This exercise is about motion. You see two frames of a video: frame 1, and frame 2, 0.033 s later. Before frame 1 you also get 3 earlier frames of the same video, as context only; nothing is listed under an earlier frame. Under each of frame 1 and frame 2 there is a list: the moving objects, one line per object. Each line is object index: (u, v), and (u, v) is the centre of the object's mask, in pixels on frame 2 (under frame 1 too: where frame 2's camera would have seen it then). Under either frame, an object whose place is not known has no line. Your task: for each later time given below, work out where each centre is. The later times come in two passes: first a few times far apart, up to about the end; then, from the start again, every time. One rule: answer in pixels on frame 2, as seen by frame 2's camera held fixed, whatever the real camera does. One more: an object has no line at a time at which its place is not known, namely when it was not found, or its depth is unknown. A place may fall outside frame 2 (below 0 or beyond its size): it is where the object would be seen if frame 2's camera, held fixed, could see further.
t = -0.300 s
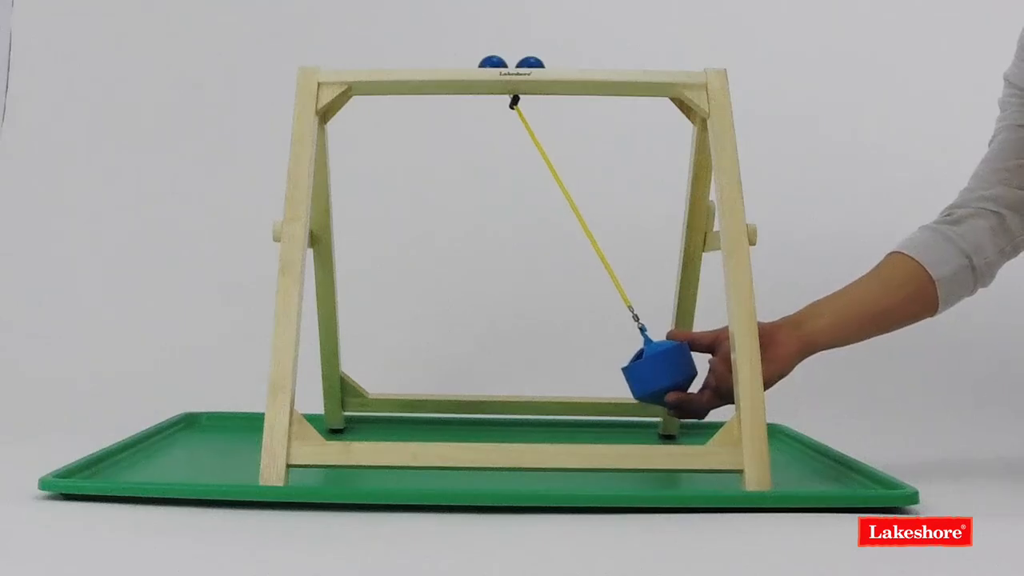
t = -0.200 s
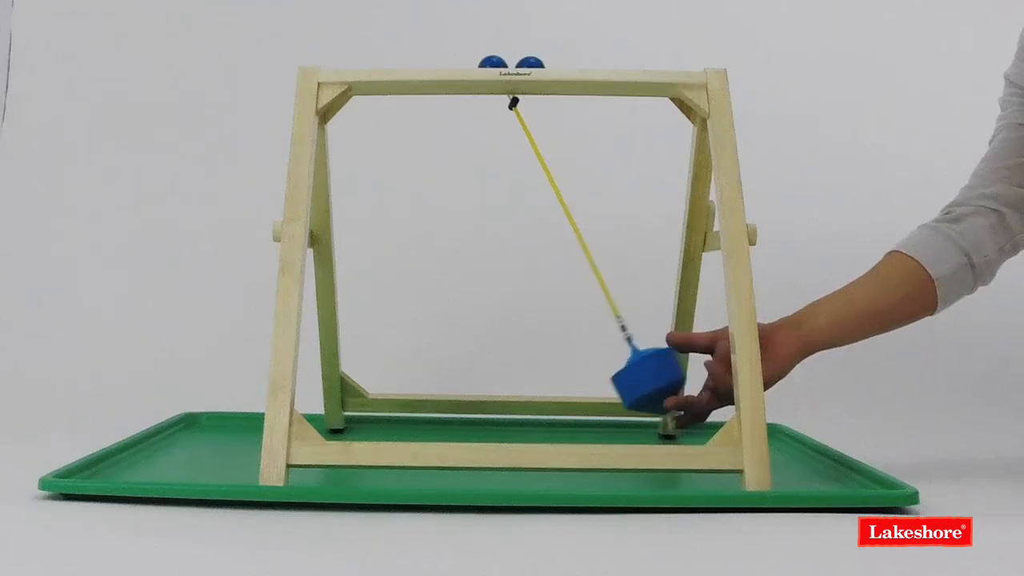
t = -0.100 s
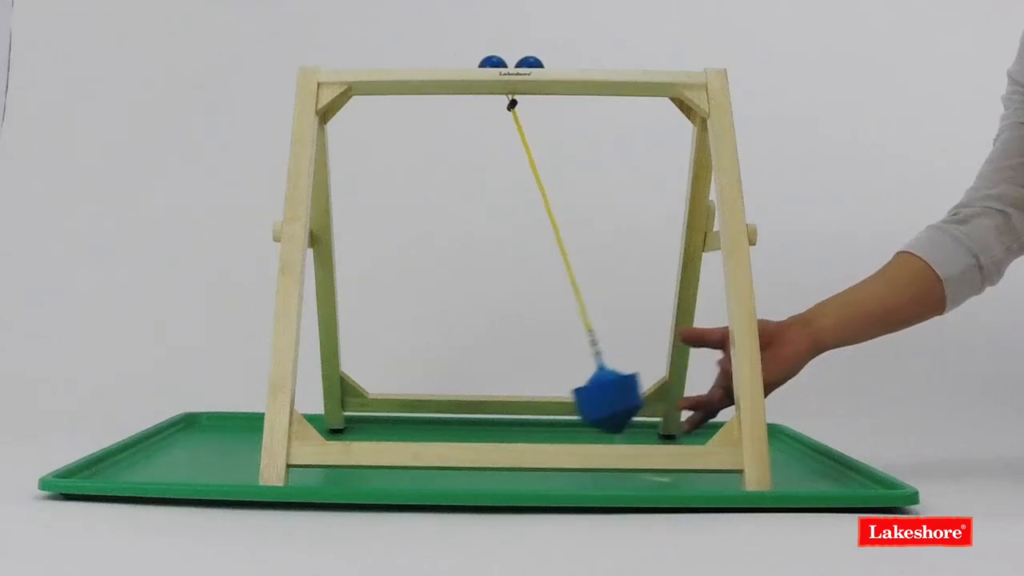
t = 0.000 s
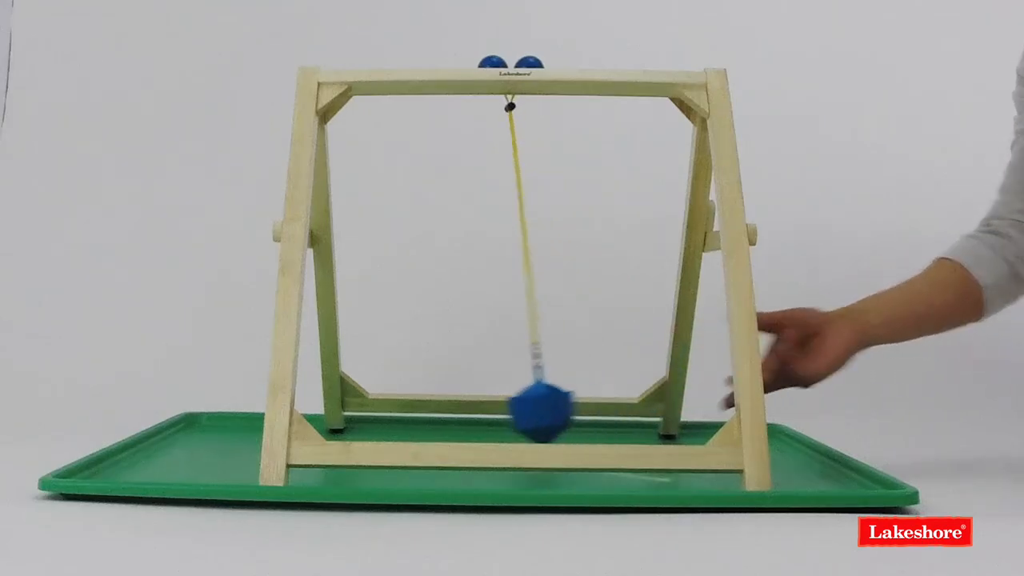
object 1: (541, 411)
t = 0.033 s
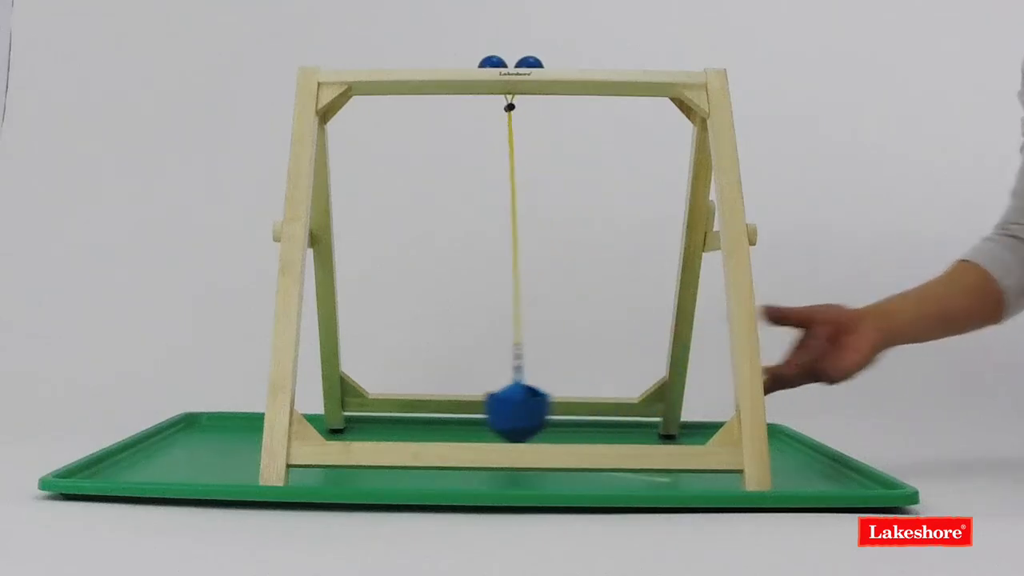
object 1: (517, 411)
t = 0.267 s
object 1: (390, 367)
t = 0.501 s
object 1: (402, 378)
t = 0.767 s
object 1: (571, 409)
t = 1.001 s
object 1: (655, 377)
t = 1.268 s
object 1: (536, 412)
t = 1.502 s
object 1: (399, 377)
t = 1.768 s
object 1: (408, 378)
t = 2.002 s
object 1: (551, 412)
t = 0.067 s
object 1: (493, 409)
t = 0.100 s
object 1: (470, 404)
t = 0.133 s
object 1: (449, 398)
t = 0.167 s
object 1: (430, 390)
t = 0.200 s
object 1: (413, 382)
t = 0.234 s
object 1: (400, 374)
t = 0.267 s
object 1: (390, 367)
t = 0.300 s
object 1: (383, 362)
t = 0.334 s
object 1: (379, 360)
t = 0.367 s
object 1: (377, 359)
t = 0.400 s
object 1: (379, 361)
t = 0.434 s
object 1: (383, 364)
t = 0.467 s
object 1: (391, 371)
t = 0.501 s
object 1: (402, 378)
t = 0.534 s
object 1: (416, 386)
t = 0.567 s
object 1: (433, 395)
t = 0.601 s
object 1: (452, 402)
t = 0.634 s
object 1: (475, 408)
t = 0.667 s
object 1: (499, 411)
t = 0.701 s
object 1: (523, 412)
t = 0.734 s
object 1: (547, 411)
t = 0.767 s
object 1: (571, 409)
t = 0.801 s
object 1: (593, 403)
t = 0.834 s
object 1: (612, 397)
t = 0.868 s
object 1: (628, 391)
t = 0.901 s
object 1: (641, 385)
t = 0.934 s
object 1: (649, 380)
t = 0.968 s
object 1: (654, 377)
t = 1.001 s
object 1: (655, 377)
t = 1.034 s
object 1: (653, 378)
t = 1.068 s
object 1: (646, 382)
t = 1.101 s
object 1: (635, 387)
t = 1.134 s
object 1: (621, 393)
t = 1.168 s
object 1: (603, 400)
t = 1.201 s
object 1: (583, 406)
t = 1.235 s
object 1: (560, 410)
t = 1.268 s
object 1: (536, 412)
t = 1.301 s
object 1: (512, 412)
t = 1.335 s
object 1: (488, 411)
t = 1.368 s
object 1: (465, 406)
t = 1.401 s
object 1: (445, 400)
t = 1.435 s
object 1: (426, 393)
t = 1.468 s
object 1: (411, 384)
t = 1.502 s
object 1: (399, 377)
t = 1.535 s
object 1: (390, 370)
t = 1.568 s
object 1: (383, 365)
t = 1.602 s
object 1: (381, 362)
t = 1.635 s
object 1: (380, 361)
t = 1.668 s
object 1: (383, 363)
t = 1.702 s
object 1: (389, 366)
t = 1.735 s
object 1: (397, 372)
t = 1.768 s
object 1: (408, 378)
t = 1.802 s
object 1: (423, 385)
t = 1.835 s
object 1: (440, 393)
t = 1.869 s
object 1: (460, 401)
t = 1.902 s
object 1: (481, 406)
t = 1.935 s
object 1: (503, 410)
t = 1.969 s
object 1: (527, 412)
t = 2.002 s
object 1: (551, 412)
